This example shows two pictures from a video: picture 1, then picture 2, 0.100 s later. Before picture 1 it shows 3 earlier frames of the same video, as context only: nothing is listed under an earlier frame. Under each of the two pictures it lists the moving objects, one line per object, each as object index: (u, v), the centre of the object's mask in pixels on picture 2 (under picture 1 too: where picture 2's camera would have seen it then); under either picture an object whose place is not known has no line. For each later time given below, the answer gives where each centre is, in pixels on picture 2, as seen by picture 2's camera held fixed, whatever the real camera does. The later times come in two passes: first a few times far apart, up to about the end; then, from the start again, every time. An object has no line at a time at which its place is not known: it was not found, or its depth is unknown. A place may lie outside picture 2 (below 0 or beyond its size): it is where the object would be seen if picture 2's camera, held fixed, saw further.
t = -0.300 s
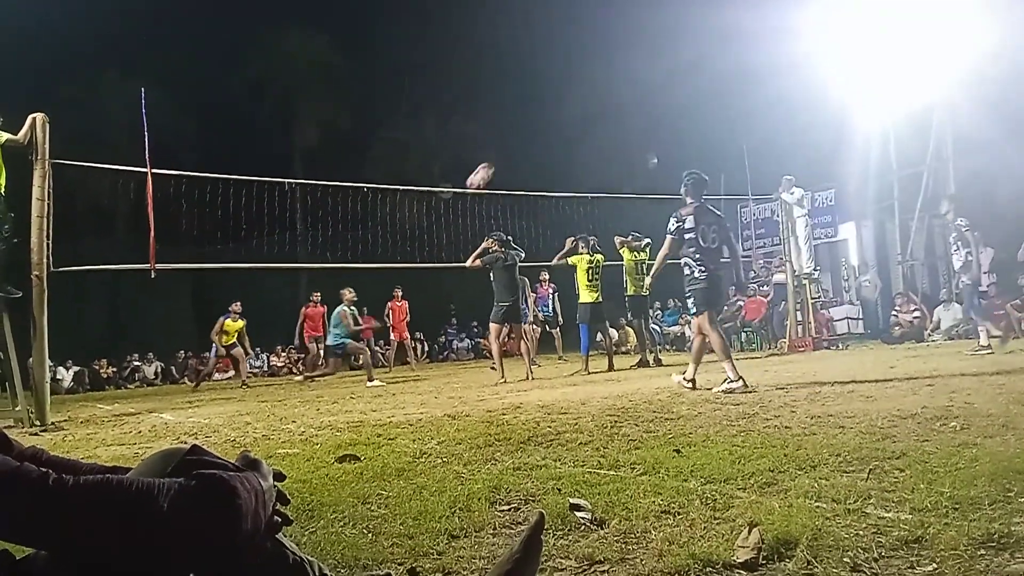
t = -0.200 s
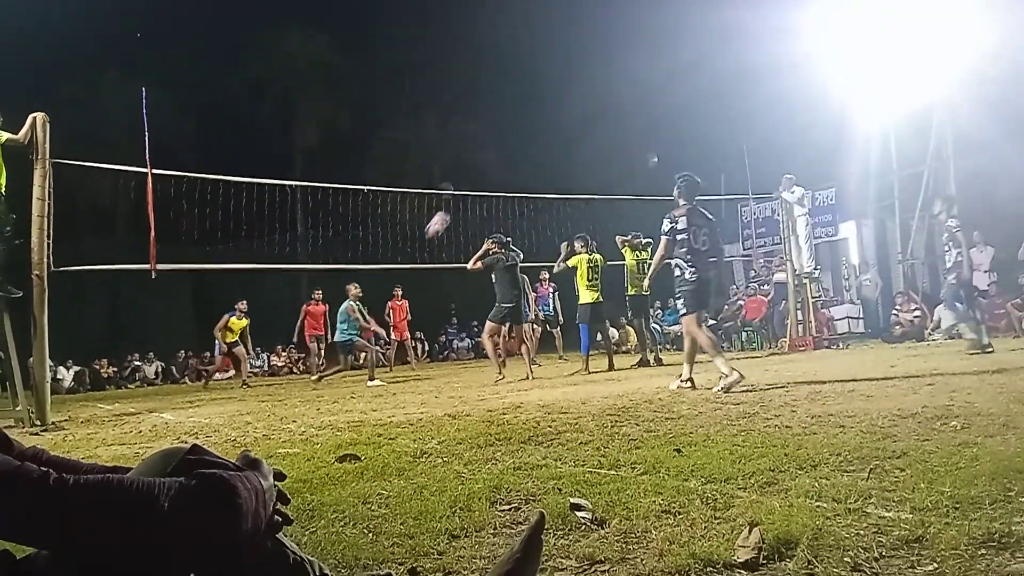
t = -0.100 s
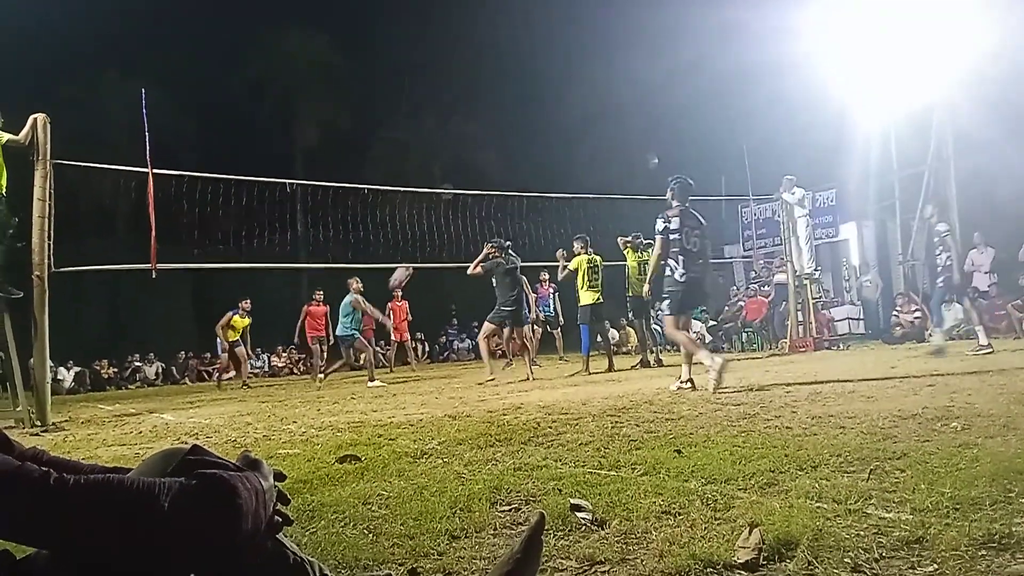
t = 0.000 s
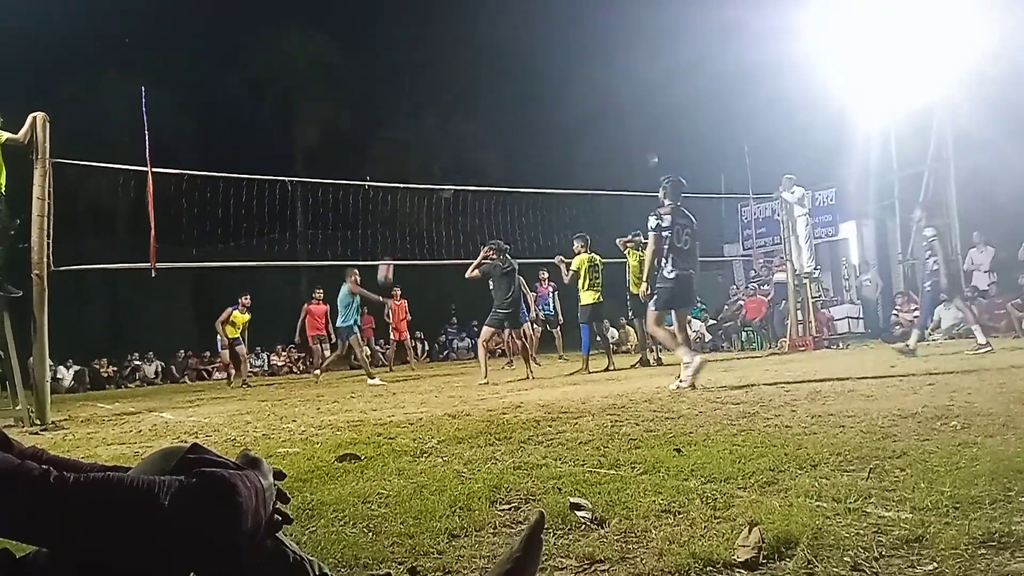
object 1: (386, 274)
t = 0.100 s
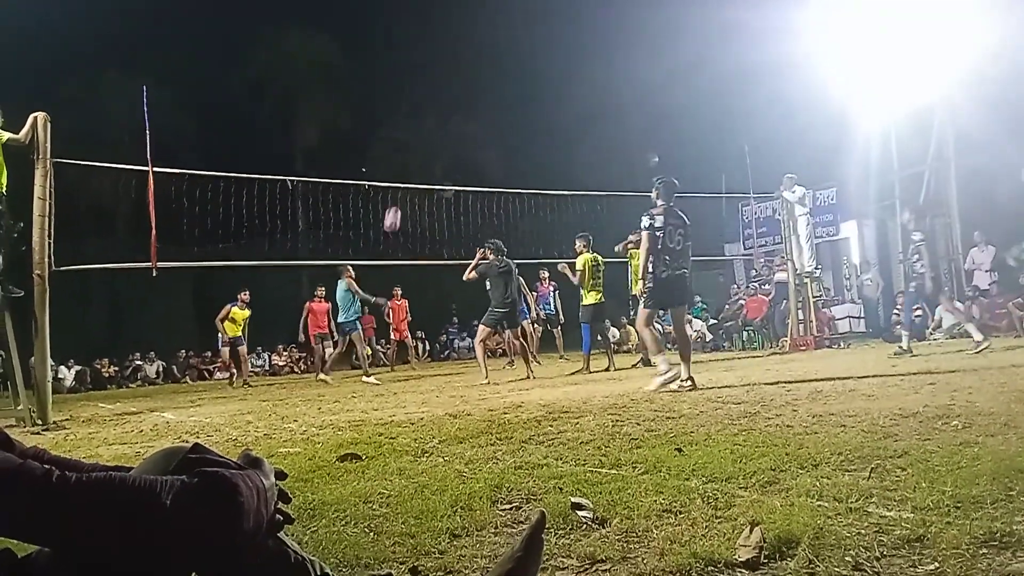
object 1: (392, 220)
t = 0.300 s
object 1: (405, 139)
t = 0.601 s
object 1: (424, 75)
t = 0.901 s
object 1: (445, 73)
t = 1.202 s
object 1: (469, 125)
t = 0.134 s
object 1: (394, 204)
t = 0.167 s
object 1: (396, 189)
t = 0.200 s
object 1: (399, 174)
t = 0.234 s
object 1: (400, 163)
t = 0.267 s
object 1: (403, 150)
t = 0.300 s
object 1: (405, 139)
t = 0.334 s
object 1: (406, 129)
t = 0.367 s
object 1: (408, 119)
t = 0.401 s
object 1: (410, 111)
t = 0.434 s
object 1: (412, 103)
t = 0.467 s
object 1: (414, 96)
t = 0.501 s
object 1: (417, 90)
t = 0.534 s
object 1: (419, 84)
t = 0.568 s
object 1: (421, 79)
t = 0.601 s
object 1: (424, 75)
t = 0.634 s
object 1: (426, 72)
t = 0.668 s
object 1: (428, 70)
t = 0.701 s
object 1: (431, 68)
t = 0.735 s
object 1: (433, 67)
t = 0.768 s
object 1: (435, 67)
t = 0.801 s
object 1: (438, 67)
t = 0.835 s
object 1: (440, 69)
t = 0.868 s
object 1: (442, 71)
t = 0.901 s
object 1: (445, 73)
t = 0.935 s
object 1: (448, 76)
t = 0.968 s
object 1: (450, 80)
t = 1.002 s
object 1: (453, 84)
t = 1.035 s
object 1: (455, 89)
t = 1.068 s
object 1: (458, 95)
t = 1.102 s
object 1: (460, 102)
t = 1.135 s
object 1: (463, 109)
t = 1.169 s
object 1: (466, 117)
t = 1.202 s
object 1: (469, 125)
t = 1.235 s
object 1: (471, 134)
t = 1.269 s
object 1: (474, 144)
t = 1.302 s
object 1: (477, 154)
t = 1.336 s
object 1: (480, 165)
